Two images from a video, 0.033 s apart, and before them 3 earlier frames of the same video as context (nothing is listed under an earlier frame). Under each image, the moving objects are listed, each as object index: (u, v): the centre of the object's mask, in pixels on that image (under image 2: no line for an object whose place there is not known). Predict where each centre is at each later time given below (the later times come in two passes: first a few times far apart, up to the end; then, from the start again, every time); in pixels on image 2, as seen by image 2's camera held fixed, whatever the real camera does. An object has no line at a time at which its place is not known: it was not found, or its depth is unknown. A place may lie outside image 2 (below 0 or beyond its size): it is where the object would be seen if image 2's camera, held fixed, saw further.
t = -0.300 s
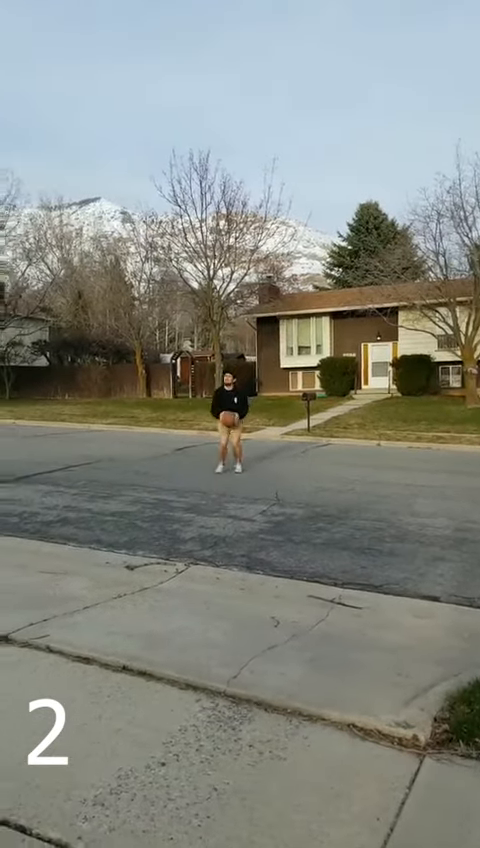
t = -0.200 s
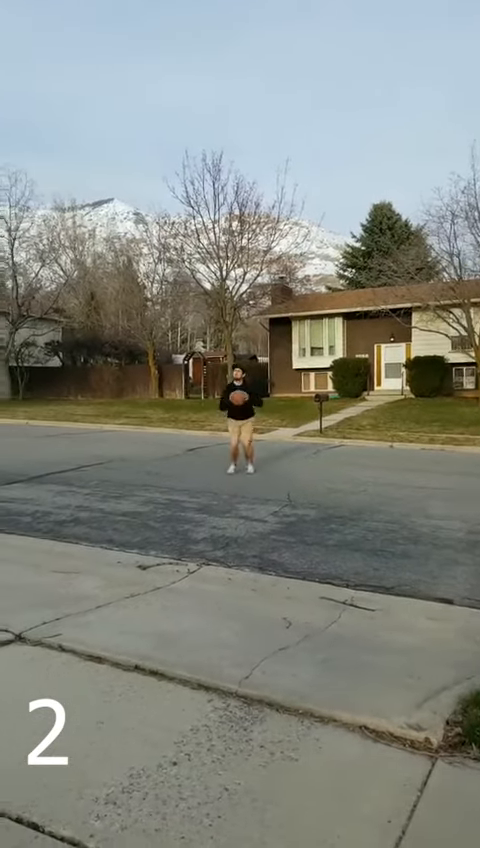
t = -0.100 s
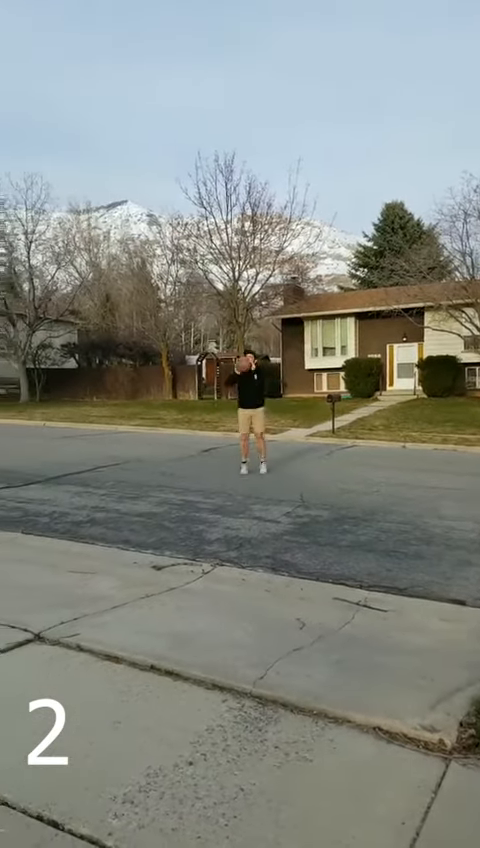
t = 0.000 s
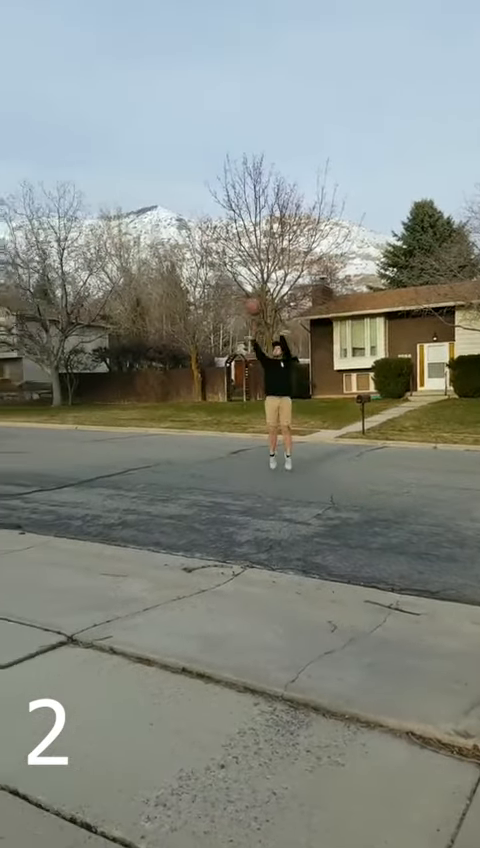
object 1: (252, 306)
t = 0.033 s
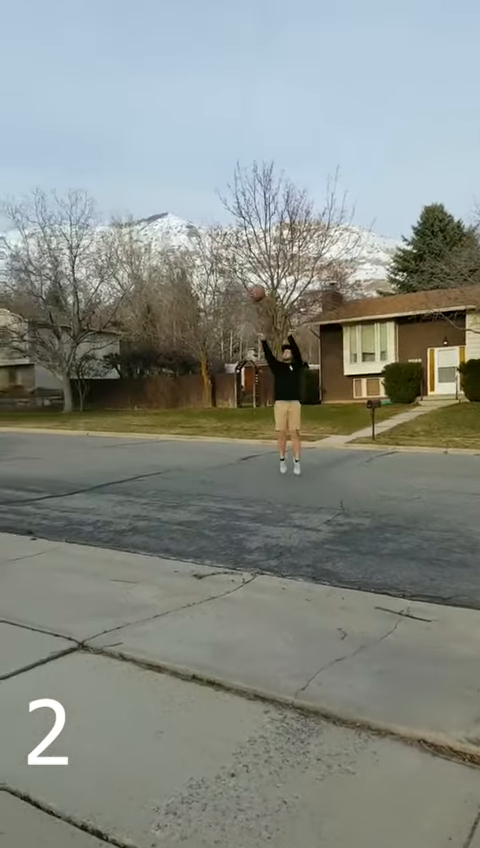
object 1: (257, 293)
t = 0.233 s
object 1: (204, 166)
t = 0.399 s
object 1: (148, 56)
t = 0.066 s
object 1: (248, 273)
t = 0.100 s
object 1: (239, 251)
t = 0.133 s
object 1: (229, 229)
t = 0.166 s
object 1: (221, 208)
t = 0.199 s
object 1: (213, 187)
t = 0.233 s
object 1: (204, 166)
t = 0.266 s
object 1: (194, 144)
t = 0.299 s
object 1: (182, 122)
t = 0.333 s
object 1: (172, 100)
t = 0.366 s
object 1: (161, 79)
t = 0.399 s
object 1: (148, 56)
